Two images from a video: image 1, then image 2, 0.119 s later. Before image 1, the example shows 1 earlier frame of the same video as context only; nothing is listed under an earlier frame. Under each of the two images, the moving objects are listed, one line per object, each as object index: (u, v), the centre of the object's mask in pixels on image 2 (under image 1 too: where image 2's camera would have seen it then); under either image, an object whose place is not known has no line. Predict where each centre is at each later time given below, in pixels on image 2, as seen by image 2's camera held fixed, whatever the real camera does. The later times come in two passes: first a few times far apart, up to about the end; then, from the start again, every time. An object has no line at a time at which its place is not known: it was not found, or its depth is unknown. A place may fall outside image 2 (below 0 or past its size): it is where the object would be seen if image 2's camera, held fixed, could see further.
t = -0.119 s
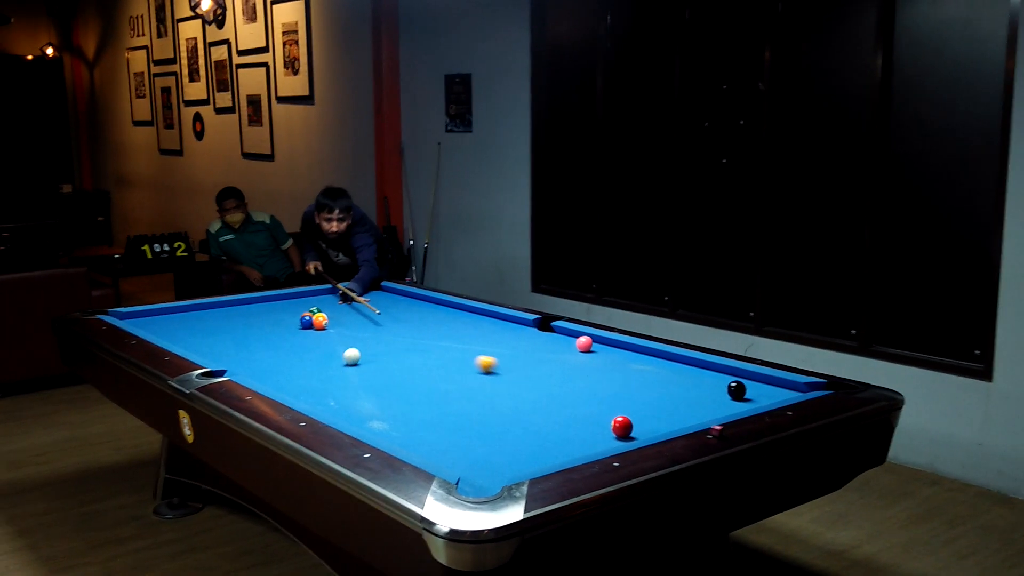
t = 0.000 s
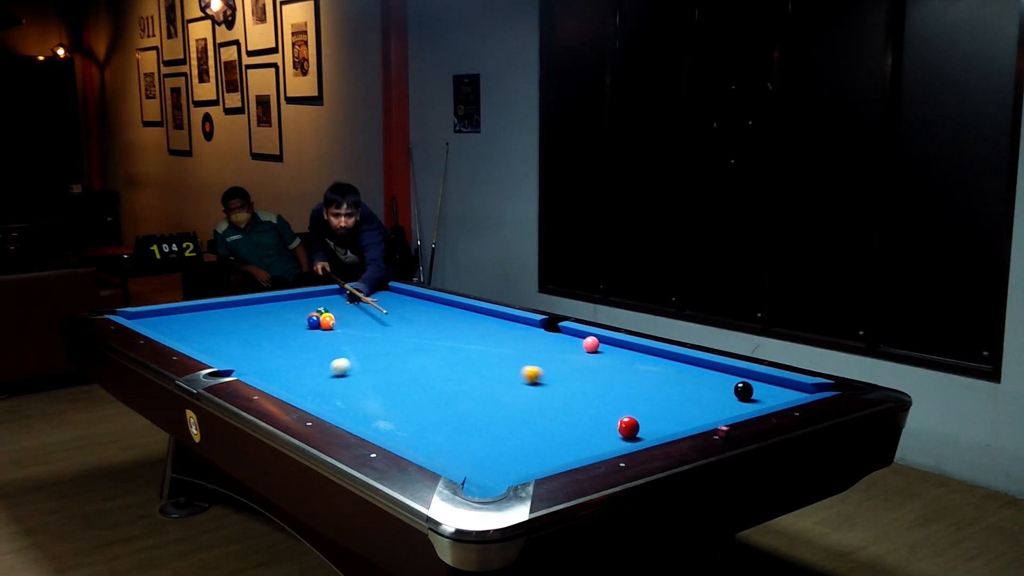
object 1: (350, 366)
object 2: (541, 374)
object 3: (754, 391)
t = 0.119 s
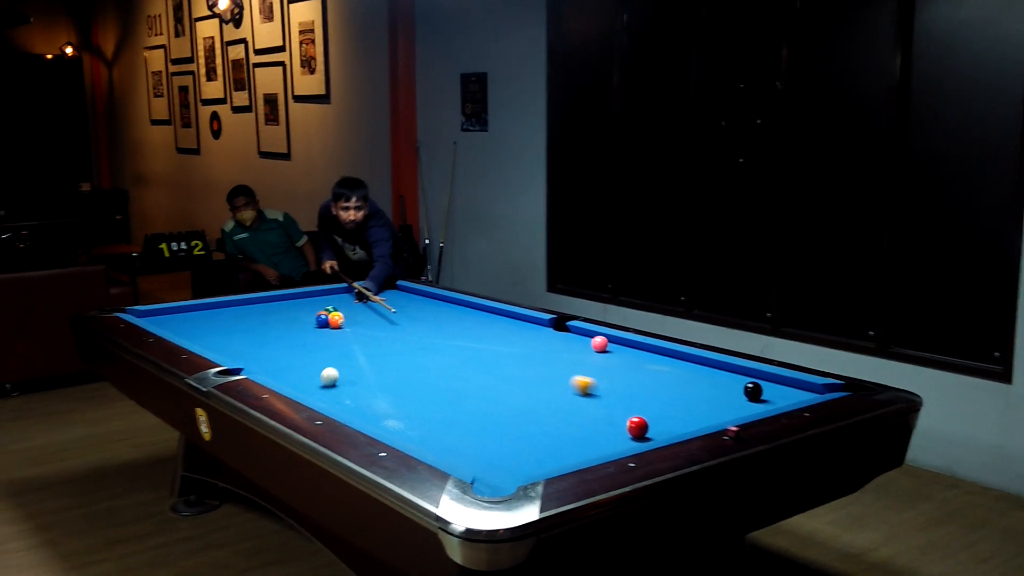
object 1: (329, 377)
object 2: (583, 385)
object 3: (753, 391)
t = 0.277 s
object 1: (305, 389)
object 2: (645, 401)
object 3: (753, 391)
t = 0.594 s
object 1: (383, 395)
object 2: (687, 410)
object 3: (754, 391)
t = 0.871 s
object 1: (450, 399)
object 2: (630, 392)
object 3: (754, 391)
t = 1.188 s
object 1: (523, 401)
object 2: (575, 375)
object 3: (753, 391)
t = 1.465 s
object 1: (586, 404)
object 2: (535, 362)
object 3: (753, 391)
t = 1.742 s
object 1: (649, 406)
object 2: (499, 350)
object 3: (754, 391)
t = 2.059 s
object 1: (718, 409)
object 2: (465, 339)
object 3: (754, 391)
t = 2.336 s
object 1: (761, 405)
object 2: (438, 331)
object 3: (753, 390)
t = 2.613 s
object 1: (762, 398)
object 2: (414, 323)
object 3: (751, 389)
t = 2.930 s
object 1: (770, 394)
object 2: (390, 315)
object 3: (748, 386)
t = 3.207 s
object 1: (776, 392)
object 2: (372, 309)
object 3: (742, 382)
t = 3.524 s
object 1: (780, 390)
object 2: (353, 303)
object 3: (737, 378)
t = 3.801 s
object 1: (783, 388)
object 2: (339, 298)
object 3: (733, 375)
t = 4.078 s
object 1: (785, 387)
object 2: (325, 293)
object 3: (730, 372)
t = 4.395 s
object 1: (786, 387)
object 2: (331, 294)
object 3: (727, 370)
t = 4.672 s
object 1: (786, 387)
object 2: (340, 296)
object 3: (725, 368)
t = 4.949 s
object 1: (785, 387)
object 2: (348, 299)
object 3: (723, 367)
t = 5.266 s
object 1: (786, 387)
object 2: (357, 301)
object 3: (722, 367)
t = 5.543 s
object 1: (785, 387)
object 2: (364, 302)
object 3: (721, 367)
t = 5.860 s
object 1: (785, 387)
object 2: (372, 304)
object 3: (721, 367)
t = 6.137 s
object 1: (785, 387)
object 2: (378, 305)
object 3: (721, 367)
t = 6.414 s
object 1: (785, 387)
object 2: (384, 306)
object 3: (721, 367)
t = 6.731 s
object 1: (785, 387)
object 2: (390, 307)
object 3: (721, 367)
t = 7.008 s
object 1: (785, 387)
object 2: (393, 308)
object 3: (721, 367)
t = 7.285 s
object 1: (785, 387)
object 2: (395, 308)
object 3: (721, 367)
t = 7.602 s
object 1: (785, 387)
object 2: (396, 308)
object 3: (721, 367)
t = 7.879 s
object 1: (786, 387)
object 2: (396, 308)
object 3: (721, 367)
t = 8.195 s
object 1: (786, 386)
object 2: (396, 308)
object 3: (721, 367)
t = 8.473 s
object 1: (785, 387)
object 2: (396, 308)
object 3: (721, 367)
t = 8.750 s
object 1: (786, 387)
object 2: (396, 308)
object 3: (721, 367)
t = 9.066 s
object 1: (785, 387)
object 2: (396, 308)
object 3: (721, 367)
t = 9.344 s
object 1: (785, 387)
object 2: (396, 308)
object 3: (721, 367)
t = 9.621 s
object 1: (786, 387)
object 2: (396, 308)
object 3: (721, 367)
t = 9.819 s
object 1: (785, 387)
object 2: (396, 308)
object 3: (721, 367)
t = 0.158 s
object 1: (323, 381)
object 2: (598, 389)
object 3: (753, 391)
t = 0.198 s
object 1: (316, 385)
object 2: (613, 392)
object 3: (753, 391)
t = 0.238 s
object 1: (309, 388)
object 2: (629, 397)
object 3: (753, 391)
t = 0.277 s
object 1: (305, 389)
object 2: (645, 401)
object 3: (753, 391)
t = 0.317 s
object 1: (316, 391)
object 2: (662, 405)
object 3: (753, 391)
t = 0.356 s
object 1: (325, 393)
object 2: (679, 410)
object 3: (753, 391)
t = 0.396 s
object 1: (334, 393)
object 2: (696, 414)
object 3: (753, 391)
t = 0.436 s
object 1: (344, 393)
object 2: (714, 416)
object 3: (753, 391)
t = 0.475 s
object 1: (354, 394)
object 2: (715, 417)
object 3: (753, 391)
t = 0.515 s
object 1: (363, 395)
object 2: (705, 416)
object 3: (754, 391)
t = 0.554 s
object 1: (373, 395)
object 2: (696, 413)
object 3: (754, 391)
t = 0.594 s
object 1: (383, 395)
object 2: (687, 410)
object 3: (754, 391)
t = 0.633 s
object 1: (393, 396)
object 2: (679, 407)
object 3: (754, 391)
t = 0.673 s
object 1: (403, 397)
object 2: (670, 404)
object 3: (754, 391)
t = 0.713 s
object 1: (413, 397)
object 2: (662, 402)
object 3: (753, 390)
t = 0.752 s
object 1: (422, 398)
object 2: (654, 399)
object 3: (754, 391)
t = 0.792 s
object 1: (431, 398)
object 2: (646, 397)
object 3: (753, 391)
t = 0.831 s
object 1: (441, 398)
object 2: (638, 394)
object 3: (754, 391)
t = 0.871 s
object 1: (450, 399)
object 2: (630, 392)
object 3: (754, 391)
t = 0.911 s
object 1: (459, 399)
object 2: (623, 390)
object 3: (753, 391)
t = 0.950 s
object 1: (468, 399)
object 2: (616, 388)
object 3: (753, 391)
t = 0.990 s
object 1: (477, 400)
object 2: (608, 386)
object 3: (753, 391)
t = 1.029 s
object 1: (486, 400)
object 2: (602, 383)
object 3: (753, 391)
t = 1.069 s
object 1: (496, 400)
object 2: (595, 381)
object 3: (754, 391)
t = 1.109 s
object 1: (505, 401)
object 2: (588, 379)
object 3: (753, 391)
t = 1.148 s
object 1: (514, 401)
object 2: (582, 377)
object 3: (753, 391)
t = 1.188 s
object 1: (523, 401)
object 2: (575, 375)
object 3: (753, 391)
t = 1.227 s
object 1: (532, 402)
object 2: (569, 373)
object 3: (753, 391)
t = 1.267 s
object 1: (541, 402)
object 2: (563, 371)
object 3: (754, 391)
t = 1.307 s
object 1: (550, 402)
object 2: (557, 369)
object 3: (754, 391)
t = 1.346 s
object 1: (560, 403)
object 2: (551, 367)
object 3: (754, 391)
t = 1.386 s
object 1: (568, 403)
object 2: (545, 366)
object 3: (754, 391)
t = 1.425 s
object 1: (578, 403)
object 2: (540, 364)
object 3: (754, 391)
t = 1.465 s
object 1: (586, 404)
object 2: (535, 362)
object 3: (753, 391)
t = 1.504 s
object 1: (595, 404)
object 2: (529, 360)
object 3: (754, 391)
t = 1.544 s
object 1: (604, 404)
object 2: (524, 359)
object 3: (754, 391)
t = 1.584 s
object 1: (613, 405)
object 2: (519, 357)
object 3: (754, 391)
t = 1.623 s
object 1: (622, 405)
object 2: (514, 355)
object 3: (754, 391)
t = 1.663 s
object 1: (631, 405)
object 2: (509, 354)
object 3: (754, 391)
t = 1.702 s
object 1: (640, 406)
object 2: (504, 352)
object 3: (754, 391)
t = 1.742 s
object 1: (649, 406)
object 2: (499, 350)
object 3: (754, 391)
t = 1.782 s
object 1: (657, 406)
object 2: (495, 349)
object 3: (754, 391)
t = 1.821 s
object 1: (666, 407)
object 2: (490, 348)
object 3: (754, 391)
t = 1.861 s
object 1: (675, 407)
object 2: (486, 346)
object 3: (754, 391)
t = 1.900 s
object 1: (684, 408)
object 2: (481, 345)
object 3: (754, 391)
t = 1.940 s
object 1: (692, 408)
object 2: (477, 343)
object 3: (754, 391)
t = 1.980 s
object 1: (701, 408)
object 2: (473, 342)
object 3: (754, 391)
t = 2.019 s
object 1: (709, 409)
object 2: (468, 341)
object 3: (754, 391)
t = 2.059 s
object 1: (718, 409)
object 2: (465, 339)
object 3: (754, 391)
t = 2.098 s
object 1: (727, 409)
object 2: (461, 338)
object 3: (754, 391)
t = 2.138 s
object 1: (735, 409)
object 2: (457, 337)
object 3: (754, 391)
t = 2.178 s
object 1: (743, 408)
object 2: (453, 336)
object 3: (754, 391)
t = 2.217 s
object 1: (751, 408)
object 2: (449, 334)
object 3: (754, 391)
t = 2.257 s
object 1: (759, 407)
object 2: (445, 333)
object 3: (754, 391)
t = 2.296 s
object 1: (760, 406)
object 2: (441, 332)
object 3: (753, 391)
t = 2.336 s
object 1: (761, 405)
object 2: (438, 331)
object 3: (753, 390)
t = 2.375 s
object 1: (761, 404)
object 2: (434, 329)
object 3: (753, 390)
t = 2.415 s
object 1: (761, 404)
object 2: (431, 328)
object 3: (753, 390)
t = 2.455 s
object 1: (762, 403)
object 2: (427, 327)
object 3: (753, 389)
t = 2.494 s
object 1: (762, 402)
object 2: (424, 326)
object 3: (752, 389)
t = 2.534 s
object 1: (762, 401)
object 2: (421, 325)
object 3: (752, 389)
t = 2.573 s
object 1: (762, 399)
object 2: (417, 324)
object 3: (752, 389)
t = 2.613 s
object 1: (762, 398)
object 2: (414, 323)
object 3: (751, 389)
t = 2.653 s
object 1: (762, 397)
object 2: (411, 322)
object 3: (751, 389)
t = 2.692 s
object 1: (763, 396)
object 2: (408, 321)
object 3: (750, 389)
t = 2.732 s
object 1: (764, 396)
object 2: (405, 320)
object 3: (750, 389)
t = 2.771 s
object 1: (765, 395)
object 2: (402, 319)
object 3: (750, 389)
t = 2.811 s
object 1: (766, 395)
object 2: (399, 318)
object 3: (750, 388)
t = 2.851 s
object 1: (767, 394)
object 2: (396, 317)
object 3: (749, 388)
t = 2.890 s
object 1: (768, 394)
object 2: (393, 316)
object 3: (748, 387)
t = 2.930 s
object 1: (770, 394)
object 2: (390, 315)
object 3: (748, 386)
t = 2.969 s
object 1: (770, 394)
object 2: (388, 314)
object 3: (747, 386)
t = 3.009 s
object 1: (771, 393)
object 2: (385, 313)
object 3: (746, 385)
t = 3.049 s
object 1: (772, 393)
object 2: (382, 312)
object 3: (745, 384)
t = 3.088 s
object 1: (773, 393)
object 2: (380, 311)
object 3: (744, 384)
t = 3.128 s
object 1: (774, 392)
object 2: (377, 310)
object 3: (743, 383)
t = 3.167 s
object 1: (775, 392)
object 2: (374, 310)
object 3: (743, 382)
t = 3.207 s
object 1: (776, 392)
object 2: (372, 309)
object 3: (742, 382)
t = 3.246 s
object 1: (776, 392)
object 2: (370, 308)
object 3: (741, 381)
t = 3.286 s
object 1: (777, 391)
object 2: (367, 307)
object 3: (741, 381)
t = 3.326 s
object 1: (777, 391)
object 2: (365, 307)
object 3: (740, 380)
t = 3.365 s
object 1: (778, 391)
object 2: (362, 306)
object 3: (739, 380)
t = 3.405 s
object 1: (779, 391)
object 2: (360, 305)
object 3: (738, 379)
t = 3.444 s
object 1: (779, 390)
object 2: (358, 304)
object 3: (738, 379)
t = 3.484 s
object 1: (780, 390)
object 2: (355, 303)
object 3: (737, 378)
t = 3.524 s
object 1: (780, 390)
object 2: (353, 303)
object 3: (737, 378)
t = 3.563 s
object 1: (781, 389)
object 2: (351, 302)
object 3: (736, 377)
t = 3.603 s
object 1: (781, 389)
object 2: (349, 301)
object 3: (736, 377)
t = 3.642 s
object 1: (782, 389)
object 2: (347, 300)
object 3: (735, 376)
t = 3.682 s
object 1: (782, 389)
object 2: (345, 300)
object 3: (734, 376)
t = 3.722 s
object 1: (782, 389)
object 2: (343, 299)
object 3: (734, 375)
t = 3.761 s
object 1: (783, 388)
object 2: (341, 298)
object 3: (733, 375)
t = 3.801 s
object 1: (783, 388)
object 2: (339, 298)
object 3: (733, 375)
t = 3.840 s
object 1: (784, 388)
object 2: (337, 297)
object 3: (733, 374)
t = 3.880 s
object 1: (784, 388)
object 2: (335, 296)
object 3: (732, 374)
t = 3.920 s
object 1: (784, 388)
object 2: (333, 296)
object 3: (731, 374)
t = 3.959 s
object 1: (784, 388)
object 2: (331, 295)
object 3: (731, 373)
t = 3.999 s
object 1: (785, 387)
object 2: (329, 295)
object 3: (730, 373)
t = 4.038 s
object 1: (785, 387)
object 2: (327, 294)
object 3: (730, 373)
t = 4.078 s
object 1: (785, 387)
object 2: (325, 293)
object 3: (730, 372)
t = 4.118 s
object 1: (785, 387)
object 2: (324, 293)
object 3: (729, 372)
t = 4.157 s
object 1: (785, 387)
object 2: (323, 292)
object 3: (729, 371)
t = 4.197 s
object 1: (785, 387)
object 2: (324, 293)
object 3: (728, 371)
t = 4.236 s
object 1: (785, 387)
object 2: (325, 293)
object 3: (728, 371)
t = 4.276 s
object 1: (786, 387)
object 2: (327, 293)
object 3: (728, 371)
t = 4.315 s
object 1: (786, 387)
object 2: (328, 294)
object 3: (727, 370)
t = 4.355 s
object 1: (786, 387)
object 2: (330, 294)
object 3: (727, 370)
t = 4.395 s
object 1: (786, 387)
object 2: (331, 294)
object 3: (727, 370)
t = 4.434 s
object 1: (786, 387)
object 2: (332, 295)
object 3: (726, 370)
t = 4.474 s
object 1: (786, 387)
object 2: (334, 295)
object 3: (726, 369)
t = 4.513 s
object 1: (786, 387)
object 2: (335, 295)
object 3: (726, 369)
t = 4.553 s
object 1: (786, 387)
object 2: (336, 295)
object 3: (725, 369)
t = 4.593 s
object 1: (786, 387)
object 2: (337, 296)
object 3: (725, 369)
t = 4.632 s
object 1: (786, 387)
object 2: (339, 296)
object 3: (725, 368)
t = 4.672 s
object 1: (786, 387)
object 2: (340, 296)
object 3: (725, 368)
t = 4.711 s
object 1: (786, 387)
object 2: (341, 297)
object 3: (724, 368)
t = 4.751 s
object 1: (785, 387)
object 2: (342, 297)
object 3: (724, 368)
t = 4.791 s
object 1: (785, 387)
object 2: (343, 297)
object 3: (724, 368)
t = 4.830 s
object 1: (785, 387)
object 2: (345, 298)
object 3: (724, 368)
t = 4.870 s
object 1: (785, 387)
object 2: (346, 298)
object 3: (723, 367)
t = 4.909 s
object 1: (785, 387)
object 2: (347, 298)
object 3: (723, 367)
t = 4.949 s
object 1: (785, 387)
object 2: (348, 299)
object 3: (723, 367)
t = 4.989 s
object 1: (785, 387)
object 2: (349, 299)
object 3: (723, 367)
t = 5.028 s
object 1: (785, 387)
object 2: (350, 299)
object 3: (723, 367)
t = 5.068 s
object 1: (786, 387)
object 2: (351, 300)
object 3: (722, 367)
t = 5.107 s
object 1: (785, 387)
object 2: (352, 300)
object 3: (722, 367)
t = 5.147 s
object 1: (785, 387)
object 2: (353, 300)
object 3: (722, 367)
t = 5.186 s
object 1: (786, 387)
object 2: (354, 300)
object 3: (722, 367)
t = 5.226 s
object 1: (785, 387)
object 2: (356, 301)
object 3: (722, 367)
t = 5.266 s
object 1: (786, 387)
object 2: (357, 301)
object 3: (722, 367)
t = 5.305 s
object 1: (785, 387)
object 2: (358, 301)
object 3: (722, 367)
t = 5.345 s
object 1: (785, 387)
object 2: (359, 301)
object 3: (721, 367)
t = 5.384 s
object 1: (785, 387)
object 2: (360, 302)
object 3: (721, 367)
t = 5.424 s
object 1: (786, 387)
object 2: (361, 302)
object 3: (721, 367)
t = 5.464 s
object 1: (785, 387)
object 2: (362, 302)
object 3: (721, 367)
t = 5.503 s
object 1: (785, 387)
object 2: (363, 302)
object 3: (721, 367)
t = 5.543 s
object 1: (785, 387)
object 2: (364, 302)
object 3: (721, 367)
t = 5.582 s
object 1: (785, 387)
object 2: (365, 303)
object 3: (721, 367)
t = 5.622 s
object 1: (785, 387)
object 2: (366, 303)
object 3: (721, 367)
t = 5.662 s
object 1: (785, 387)
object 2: (367, 303)
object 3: (721, 367)
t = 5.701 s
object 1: (785, 387)
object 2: (368, 303)
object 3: (721, 367)
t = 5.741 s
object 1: (785, 387)
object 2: (369, 304)
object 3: (721, 367)
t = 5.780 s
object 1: (785, 387)
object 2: (370, 304)
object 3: (721, 367)
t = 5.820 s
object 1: (785, 387)
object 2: (371, 304)
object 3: (721, 367)
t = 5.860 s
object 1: (785, 387)
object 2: (372, 304)
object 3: (721, 367)
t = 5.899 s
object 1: (785, 387)
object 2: (373, 304)
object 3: (721, 367)
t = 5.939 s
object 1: (785, 387)
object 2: (374, 304)
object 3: (721, 367)
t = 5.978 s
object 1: (785, 387)
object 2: (374, 305)
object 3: (721, 367)
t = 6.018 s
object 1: (785, 387)
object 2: (376, 305)
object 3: (721, 367)
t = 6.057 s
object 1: (785, 387)
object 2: (376, 305)
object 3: (721, 367)
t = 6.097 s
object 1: (785, 387)
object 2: (377, 305)
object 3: (721, 367)
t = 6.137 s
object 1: (785, 387)
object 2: (378, 305)
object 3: (721, 367)
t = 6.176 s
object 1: (785, 387)
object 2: (379, 305)
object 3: (721, 367)
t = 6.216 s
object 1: (785, 387)
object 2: (380, 305)
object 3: (721, 367)
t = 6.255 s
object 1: (785, 387)
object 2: (381, 306)
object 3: (721, 367)
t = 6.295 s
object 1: (785, 387)
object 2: (382, 306)
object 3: (721, 367)
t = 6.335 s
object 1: (786, 387)
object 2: (383, 306)
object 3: (721, 367)
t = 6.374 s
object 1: (785, 387)
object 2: (383, 306)
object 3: (721, 367)
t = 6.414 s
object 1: (785, 387)
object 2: (384, 306)
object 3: (721, 367)
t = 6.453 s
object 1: (785, 387)
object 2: (385, 306)
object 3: (721, 367)
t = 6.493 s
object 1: (785, 387)
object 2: (386, 306)
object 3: (721, 367)
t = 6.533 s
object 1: (785, 387)
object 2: (386, 307)
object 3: (721, 367)
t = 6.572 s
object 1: (786, 387)
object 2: (387, 307)
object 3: (721, 367)
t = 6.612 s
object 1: (785, 387)
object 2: (388, 307)
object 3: (721, 367)
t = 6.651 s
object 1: (786, 387)
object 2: (388, 307)
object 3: (721, 367)
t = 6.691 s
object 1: (786, 387)
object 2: (389, 307)
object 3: (721, 367)
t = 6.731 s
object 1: (785, 387)
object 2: (390, 307)
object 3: (721, 367)
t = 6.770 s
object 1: (786, 387)
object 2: (390, 307)
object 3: (721, 367)
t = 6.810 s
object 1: (785, 387)
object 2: (391, 307)
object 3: (721, 367)
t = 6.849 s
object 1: (786, 387)
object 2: (391, 307)
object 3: (721, 367)
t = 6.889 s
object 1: (785, 387)
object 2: (391, 307)
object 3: (721, 367)
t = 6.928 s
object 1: (786, 387)
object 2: (392, 307)
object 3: (721, 367)
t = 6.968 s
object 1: (785, 387)
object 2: (392, 308)
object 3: (721, 367)
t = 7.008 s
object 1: (785, 387)
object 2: (393, 308)
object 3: (721, 367)
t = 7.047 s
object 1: (786, 387)
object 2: (393, 308)
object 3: (721, 367)
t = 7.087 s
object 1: (785, 387)
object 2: (394, 308)
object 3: (721, 367)
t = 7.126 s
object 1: (785, 387)
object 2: (394, 308)
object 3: (721, 367)
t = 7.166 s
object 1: (785, 387)
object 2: (395, 308)
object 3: (721, 367)
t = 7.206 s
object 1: (785, 387)
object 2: (395, 308)
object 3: (721, 367)
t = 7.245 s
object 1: (785, 387)
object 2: (395, 308)
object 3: (721, 367)
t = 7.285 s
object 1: (785, 387)
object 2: (395, 308)
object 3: (721, 367)
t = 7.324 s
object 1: (785, 387)
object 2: (396, 308)
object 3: (721, 367)
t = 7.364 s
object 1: (786, 387)
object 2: (396, 308)
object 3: (721, 367)
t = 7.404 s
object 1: (785, 387)
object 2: (396, 308)
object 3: (721, 367)
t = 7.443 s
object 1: (786, 387)
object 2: (396, 308)
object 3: (721, 367)
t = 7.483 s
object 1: (786, 387)
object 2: (396, 308)
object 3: (721, 367)
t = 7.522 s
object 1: (786, 387)
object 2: (396, 308)
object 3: (721, 367)
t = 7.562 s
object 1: (786, 387)
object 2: (396, 308)
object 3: (721, 367)
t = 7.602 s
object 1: (785, 387)
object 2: (396, 308)
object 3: (721, 367)
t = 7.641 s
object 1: (786, 387)
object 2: (396, 308)
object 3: (721, 367)
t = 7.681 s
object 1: (785, 387)
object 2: (396, 308)
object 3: (721, 367)
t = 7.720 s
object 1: (786, 387)
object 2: (396, 308)
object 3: (721, 367)
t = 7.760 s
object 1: (785, 387)
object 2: (396, 308)
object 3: (721, 367)
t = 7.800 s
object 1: (785, 387)
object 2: (396, 308)
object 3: (721, 367)
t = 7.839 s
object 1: (786, 387)
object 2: (396, 308)
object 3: (721, 367)
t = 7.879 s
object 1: (786, 387)
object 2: (396, 308)
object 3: (721, 367)
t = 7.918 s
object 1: (786, 387)
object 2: (396, 308)
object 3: (721, 367)
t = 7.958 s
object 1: (786, 387)
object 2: (396, 308)
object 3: (721, 367)
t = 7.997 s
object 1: (786, 387)
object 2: (396, 308)
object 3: (721, 367)
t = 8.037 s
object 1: (786, 387)
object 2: (396, 308)
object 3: (721, 367)
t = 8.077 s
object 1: (786, 387)
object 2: (396, 308)
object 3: (721, 367)
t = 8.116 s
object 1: (786, 387)
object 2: (396, 308)
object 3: (721, 367)
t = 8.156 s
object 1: (785, 387)
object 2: (396, 308)
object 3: (721, 367)
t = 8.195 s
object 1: (786, 386)
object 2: (396, 308)
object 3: (721, 367)
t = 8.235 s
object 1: (785, 387)
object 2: (396, 308)
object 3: (721, 367)
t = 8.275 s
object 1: (785, 387)
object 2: (396, 308)
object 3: (721, 367)
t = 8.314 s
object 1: (785, 387)
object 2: (396, 308)
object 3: (721, 367)
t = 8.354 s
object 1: (785, 387)
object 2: (396, 308)
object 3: (721, 367)
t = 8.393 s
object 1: (786, 387)
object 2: (396, 308)
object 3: (721, 367)
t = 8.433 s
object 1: (786, 387)
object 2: (396, 308)
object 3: (721, 367)
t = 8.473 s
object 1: (785, 387)
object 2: (396, 308)
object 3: (721, 367)
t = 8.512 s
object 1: (786, 387)
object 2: (396, 308)
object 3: (721, 367)
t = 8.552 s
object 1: (785, 387)
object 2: (396, 308)
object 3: (721, 367)
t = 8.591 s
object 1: (786, 387)
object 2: (396, 308)
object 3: (721, 367)
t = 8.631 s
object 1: (785, 387)
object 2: (396, 308)
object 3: (721, 367)
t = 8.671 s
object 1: (786, 387)
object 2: (396, 308)
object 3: (721, 367)
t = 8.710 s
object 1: (786, 387)
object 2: (396, 308)
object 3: (721, 367)
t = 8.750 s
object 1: (786, 387)
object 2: (396, 308)
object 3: (721, 367)
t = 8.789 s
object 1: (786, 387)
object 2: (396, 308)
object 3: (721, 367)
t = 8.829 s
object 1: (786, 387)
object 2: (396, 308)
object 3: (721, 367)
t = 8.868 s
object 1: (786, 387)
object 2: (396, 308)
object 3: (721, 367)
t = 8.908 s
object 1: (786, 387)
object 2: (396, 308)
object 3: (721, 367)
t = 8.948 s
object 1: (785, 387)
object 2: (396, 308)
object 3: (721, 367)
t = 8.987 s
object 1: (785, 387)
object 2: (396, 308)
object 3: (721, 367)
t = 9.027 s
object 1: (785, 387)
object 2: (396, 308)
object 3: (721, 367)
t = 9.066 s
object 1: (785, 387)
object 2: (396, 308)
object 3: (721, 367)
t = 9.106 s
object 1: (785, 387)
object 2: (396, 308)
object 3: (721, 367)
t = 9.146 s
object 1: (785, 387)
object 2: (396, 308)
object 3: (721, 367)
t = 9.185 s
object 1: (785, 387)
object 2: (396, 308)
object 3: (721, 367)
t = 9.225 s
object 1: (786, 387)
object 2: (396, 308)
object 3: (721, 367)
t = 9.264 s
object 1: (786, 387)
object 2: (396, 308)
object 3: (721, 367)
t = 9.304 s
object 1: (786, 387)
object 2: (396, 308)
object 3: (721, 367)
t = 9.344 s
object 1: (785, 387)
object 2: (396, 308)
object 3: (721, 367)
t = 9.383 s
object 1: (786, 387)
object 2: (396, 308)
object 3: (721, 367)
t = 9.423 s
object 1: (786, 387)
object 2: (396, 308)
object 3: (721, 367)
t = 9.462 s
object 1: (786, 387)
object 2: (396, 308)
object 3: (721, 367)
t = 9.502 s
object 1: (786, 387)
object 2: (396, 308)
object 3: (721, 367)
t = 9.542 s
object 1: (786, 387)
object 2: (396, 308)
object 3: (721, 367)
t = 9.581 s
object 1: (786, 387)
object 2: (396, 308)
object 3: (721, 367)
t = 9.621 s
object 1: (786, 387)
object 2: (396, 308)
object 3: (721, 367)
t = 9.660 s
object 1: (786, 387)
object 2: (396, 308)
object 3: (721, 367)
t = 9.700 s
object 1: (786, 387)
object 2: (396, 308)
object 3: (721, 367)
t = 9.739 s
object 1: (786, 387)
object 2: (396, 308)
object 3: (721, 367)
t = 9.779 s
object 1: (786, 387)
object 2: (396, 308)
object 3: (721, 367)
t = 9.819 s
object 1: (785, 387)
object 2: (396, 308)
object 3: (721, 367)
